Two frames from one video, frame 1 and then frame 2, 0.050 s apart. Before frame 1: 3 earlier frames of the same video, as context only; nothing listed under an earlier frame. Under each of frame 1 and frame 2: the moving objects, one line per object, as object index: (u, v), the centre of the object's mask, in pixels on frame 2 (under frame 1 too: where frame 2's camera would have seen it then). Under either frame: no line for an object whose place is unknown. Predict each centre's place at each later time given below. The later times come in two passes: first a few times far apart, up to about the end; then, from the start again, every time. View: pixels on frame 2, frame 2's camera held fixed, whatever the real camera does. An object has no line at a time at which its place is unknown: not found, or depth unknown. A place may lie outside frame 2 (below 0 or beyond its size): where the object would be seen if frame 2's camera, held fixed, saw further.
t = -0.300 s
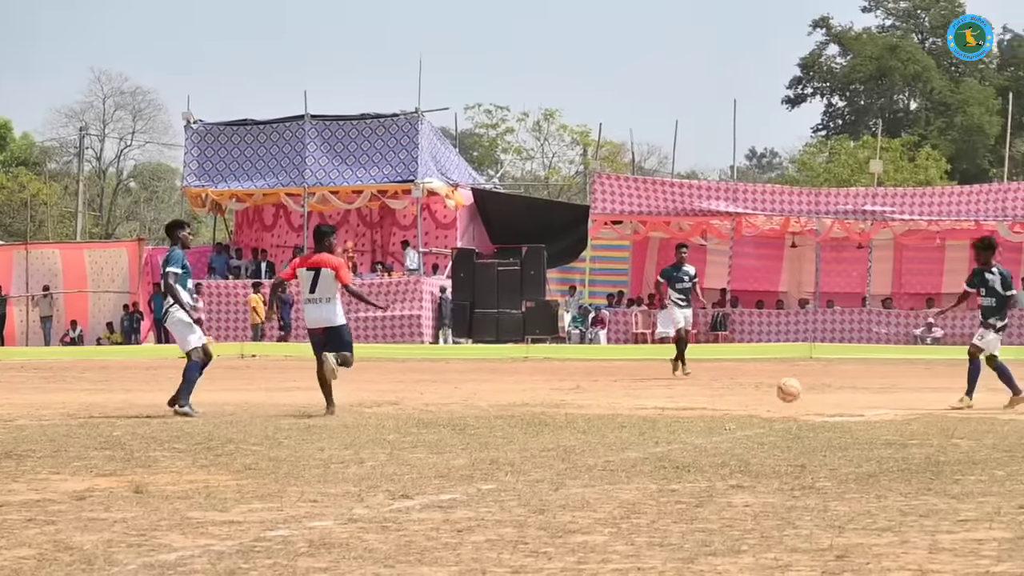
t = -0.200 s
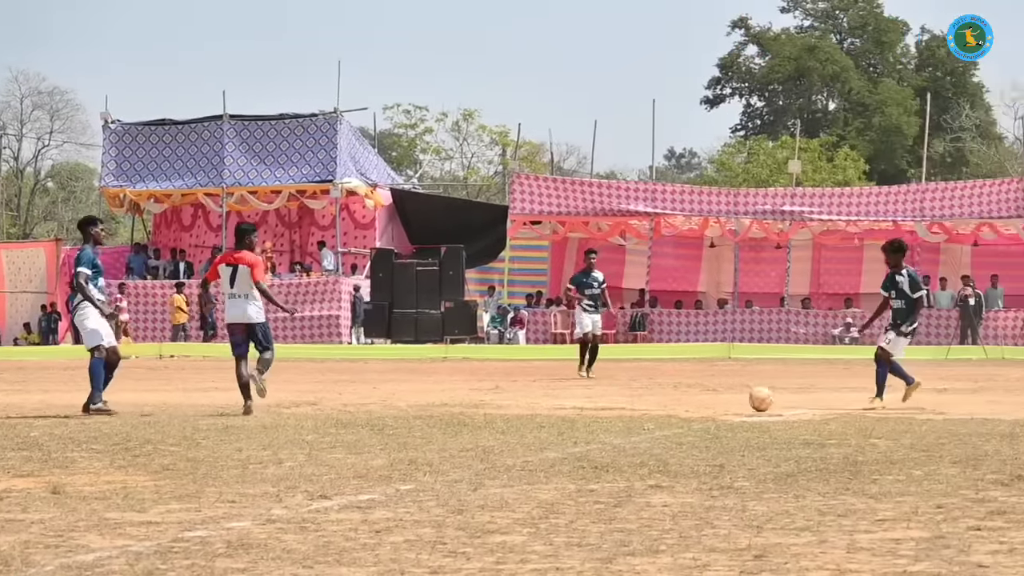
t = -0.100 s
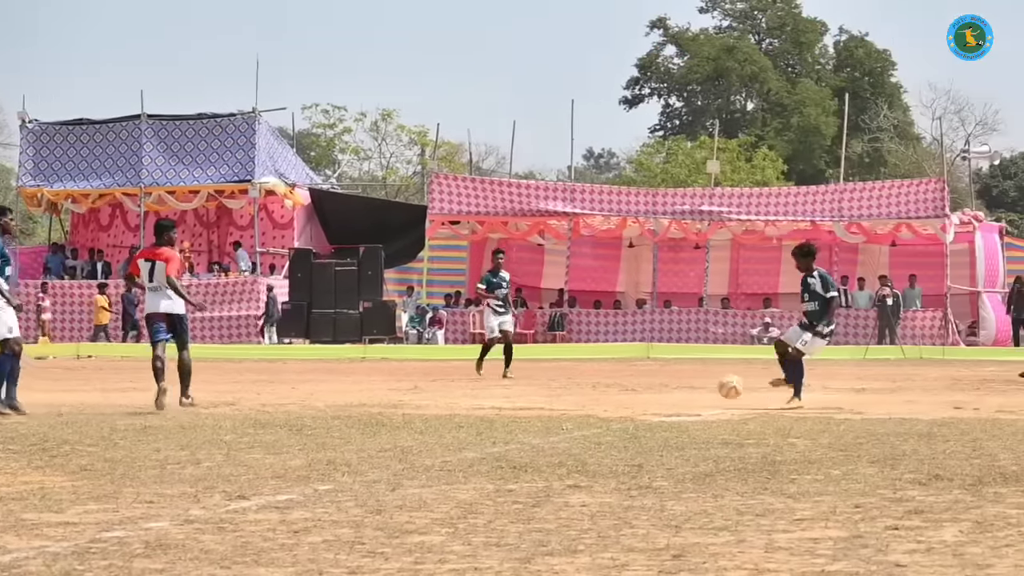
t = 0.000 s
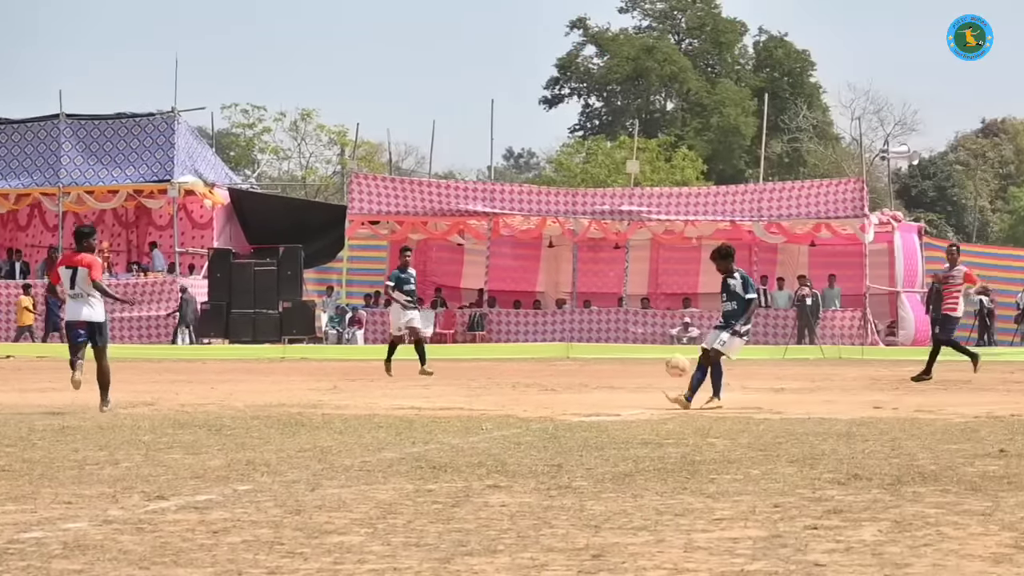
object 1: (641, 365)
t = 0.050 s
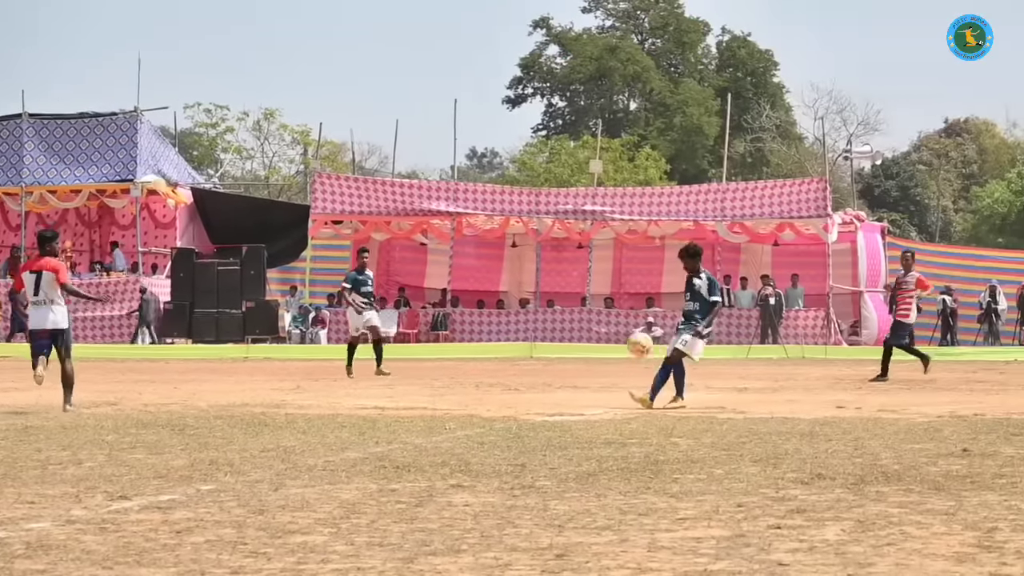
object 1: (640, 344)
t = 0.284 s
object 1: (641, 281)
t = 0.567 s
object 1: (654, 275)
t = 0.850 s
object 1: (678, 375)
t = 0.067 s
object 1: (640, 338)
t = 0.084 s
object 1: (640, 333)
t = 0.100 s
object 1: (639, 328)
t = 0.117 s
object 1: (640, 322)
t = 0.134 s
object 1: (639, 319)
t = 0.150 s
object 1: (639, 311)
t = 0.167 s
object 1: (640, 307)
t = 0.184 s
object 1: (640, 302)
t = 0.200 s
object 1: (640, 298)
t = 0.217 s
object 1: (641, 294)
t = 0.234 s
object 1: (640, 291)
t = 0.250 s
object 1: (641, 288)
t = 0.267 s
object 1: (641, 284)
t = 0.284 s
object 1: (641, 281)
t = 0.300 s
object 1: (641, 279)
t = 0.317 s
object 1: (642, 275)
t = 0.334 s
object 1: (643, 273)
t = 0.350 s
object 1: (643, 271)
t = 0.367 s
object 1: (644, 269)
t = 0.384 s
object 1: (644, 269)
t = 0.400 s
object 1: (645, 269)
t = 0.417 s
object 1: (646, 268)
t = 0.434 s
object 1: (647, 267)
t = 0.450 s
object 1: (647, 266)
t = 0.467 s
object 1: (648, 267)
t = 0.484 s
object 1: (649, 267)
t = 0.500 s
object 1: (650, 268)
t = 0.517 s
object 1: (651, 269)
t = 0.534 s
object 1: (652, 270)
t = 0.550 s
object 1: (653, 273)
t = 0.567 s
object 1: (654, 275)
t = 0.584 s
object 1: (655, 277)
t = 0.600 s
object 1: (656, 281)
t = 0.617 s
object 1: (658, 284)
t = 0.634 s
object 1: (658, 288)
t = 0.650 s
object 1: (660, 292)
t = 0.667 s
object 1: (661, 296)
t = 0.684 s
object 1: (662, 301)
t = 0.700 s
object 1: (664, 307)
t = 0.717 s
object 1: (665, 313)
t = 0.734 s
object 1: (666, 318)
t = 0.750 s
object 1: (668, 325)
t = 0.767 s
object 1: (670, 331)
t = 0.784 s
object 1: (671, 339)
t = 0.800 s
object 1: (673, 346)
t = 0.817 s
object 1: (675, 355)
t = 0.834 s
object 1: (676, 365)
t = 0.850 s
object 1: (678, 375)
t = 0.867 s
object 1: (679, 384)
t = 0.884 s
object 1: (680, 394)
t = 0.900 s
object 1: (682, 405)
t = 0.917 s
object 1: (682, 420)
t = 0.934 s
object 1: (687, 429)
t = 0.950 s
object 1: (689, 439)
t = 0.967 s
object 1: (693, 432)
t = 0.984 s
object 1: (696, 424)
